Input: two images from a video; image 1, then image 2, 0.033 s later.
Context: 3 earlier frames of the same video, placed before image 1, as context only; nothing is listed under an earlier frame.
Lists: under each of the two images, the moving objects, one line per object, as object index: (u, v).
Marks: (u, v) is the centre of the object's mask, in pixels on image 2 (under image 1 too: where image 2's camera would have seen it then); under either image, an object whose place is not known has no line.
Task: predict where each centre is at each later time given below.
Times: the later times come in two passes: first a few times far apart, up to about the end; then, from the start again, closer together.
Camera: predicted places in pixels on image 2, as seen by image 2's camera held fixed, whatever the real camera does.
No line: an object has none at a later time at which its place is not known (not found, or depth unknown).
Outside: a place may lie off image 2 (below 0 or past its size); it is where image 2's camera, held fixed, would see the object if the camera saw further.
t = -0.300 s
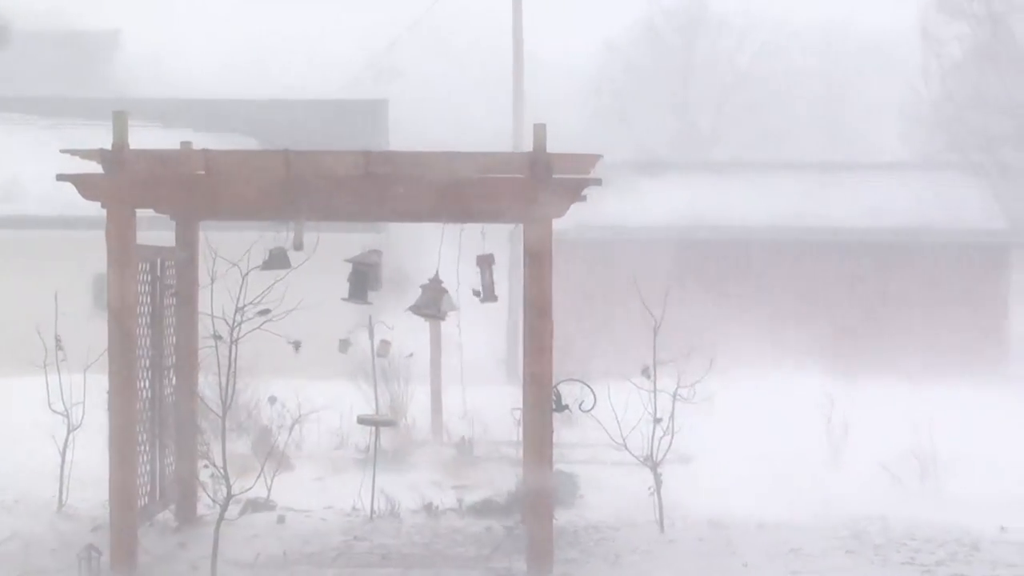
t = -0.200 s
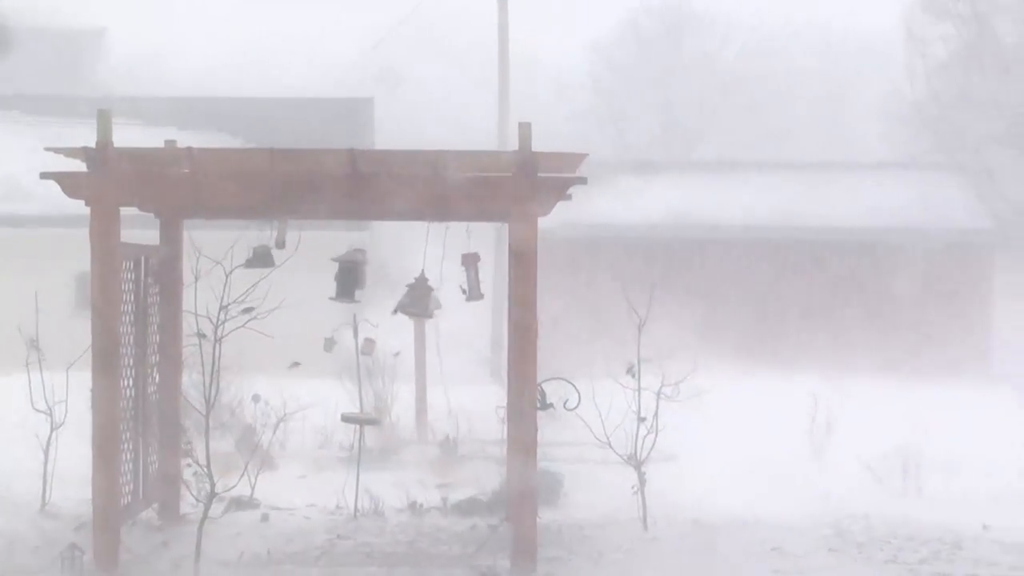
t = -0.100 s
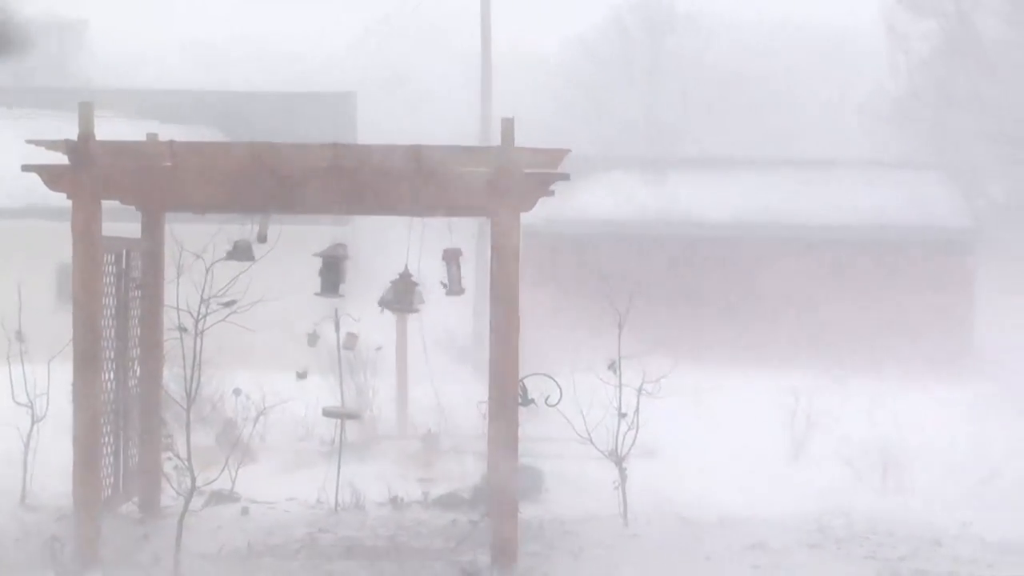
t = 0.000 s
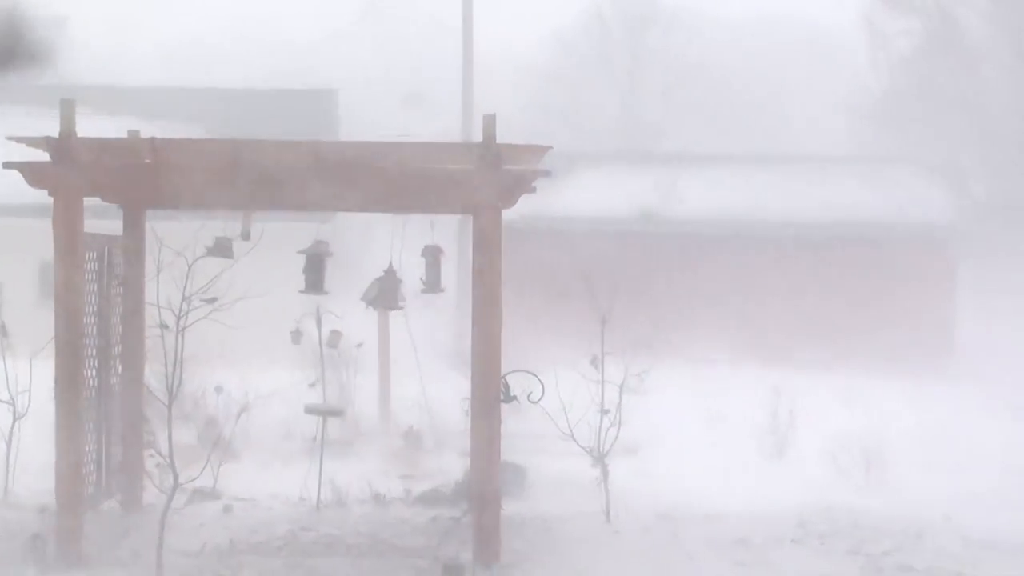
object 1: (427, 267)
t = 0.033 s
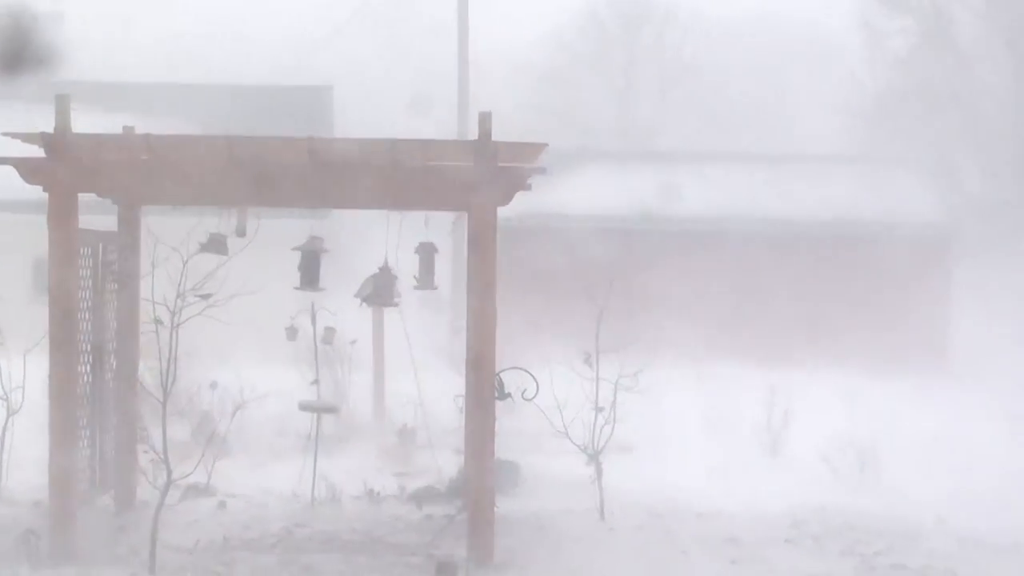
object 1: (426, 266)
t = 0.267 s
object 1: (415, 263)
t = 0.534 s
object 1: (411, 261)
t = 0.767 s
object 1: (417, 264)
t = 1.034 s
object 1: (426, 264)
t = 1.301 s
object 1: (424, 264)
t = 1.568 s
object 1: (417, 263)
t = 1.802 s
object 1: (413, 262)
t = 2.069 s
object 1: (416, 264)
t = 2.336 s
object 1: (425, 265)
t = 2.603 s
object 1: (424, 265)
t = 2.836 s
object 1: (417, 263)
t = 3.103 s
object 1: (414, 262)
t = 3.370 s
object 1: (420, 264)
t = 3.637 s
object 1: (427, 264)
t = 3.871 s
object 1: (426, 264)
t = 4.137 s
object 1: (419, 264)
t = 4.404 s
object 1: (415, 264)
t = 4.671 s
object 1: (421, 265)
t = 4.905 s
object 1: (428, 265)
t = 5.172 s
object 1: (428, 265)
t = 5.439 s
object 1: (420, 264)
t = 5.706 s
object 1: (416, 264)
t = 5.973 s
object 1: (422, 264)
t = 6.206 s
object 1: (429, 264)
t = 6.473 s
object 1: (429, 265)
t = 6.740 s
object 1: (422, 264)
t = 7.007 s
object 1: (416, 264)
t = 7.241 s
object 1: (420, 265)
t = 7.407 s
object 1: (425, 265)
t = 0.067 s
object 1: (424, 266)
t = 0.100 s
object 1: (422, 265)
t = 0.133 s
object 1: (421, 265)
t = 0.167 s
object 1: (419, 265)
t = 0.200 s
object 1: (418, 264)
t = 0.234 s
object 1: (416, 264)
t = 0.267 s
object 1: (415, 263)
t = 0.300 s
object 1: (414, 263)
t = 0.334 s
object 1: (413, 262)
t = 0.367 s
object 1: (413, 262)
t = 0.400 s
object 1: (412, 261)
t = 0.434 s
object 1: (411, 261)
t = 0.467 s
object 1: (411, 261)
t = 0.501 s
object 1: (411, 261)
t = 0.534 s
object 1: (411, 261)
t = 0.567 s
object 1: (412, 262)
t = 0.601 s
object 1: (412, 263)
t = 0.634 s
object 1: (413, 263)
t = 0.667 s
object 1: (413, 264)
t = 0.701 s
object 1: (414, 264)
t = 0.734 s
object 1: (416, 264)
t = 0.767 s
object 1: (417, 264)
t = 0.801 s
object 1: (419, 265)
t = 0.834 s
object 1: (420, 264)
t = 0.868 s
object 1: (422, 264)
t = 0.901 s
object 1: (423, 265)
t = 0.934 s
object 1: (424, 264)
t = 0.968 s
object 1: (425, 264)
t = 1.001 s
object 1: (426, 264)
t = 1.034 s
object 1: (426, 264)
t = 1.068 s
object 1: (427, 264)
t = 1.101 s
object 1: (426, 264)
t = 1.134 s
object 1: (426, 264)
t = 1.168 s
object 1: (426, 264)
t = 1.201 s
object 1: (426, 263)
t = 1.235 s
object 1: (425, 264)
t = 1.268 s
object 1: (424, 264)
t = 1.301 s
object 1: (424, 264)
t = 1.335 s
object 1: (423, 264)
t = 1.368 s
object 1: (421, 264)
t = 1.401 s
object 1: (420, 264)
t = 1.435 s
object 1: (420, 264)
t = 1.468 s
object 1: (418, 264)
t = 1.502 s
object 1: (418, 264)
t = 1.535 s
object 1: (417, 264)
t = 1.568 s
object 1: (417, 263)
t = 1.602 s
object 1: (416, 263)
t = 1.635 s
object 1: (415, 263)
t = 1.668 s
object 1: (415, 263)
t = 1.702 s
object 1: (414, 262)
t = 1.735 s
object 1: (413, 262)
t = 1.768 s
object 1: (413, 262)
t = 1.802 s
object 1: (413, 262)
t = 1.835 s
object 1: (413, 263)
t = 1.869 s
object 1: (413, 263)
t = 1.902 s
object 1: (414, 263)
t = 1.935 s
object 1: (414, 263)
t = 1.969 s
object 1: (414, 263)
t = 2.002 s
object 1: (415, 263)
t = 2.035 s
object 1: (415, 264)
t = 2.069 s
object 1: (416, 264)
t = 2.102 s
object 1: (417, 264)
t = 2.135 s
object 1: (418, 264)
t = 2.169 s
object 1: (420, 264)
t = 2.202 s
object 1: (421, 264)
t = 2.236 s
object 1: (422, 264)
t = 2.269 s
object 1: (423, 264)
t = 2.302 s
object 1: (424, 265)
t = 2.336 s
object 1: (425, 265)
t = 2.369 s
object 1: (426, 265)
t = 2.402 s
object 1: (427, 264)
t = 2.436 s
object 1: (426, 264)
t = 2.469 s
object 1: (427, 265)
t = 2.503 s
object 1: (426, 265)
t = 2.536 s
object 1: (426, 266)
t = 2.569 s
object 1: (426, 265)
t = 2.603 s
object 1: (424, 265)
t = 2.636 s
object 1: (424, 264)
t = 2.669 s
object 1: (423, 264)
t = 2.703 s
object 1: (422, 264)
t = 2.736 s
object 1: (421, 264)
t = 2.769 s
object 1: (419, 264)
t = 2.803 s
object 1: (419, 264)
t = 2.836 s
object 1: (417, 263)
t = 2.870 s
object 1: (416, 264)
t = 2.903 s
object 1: (416, 263)
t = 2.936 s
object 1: (416, 263)
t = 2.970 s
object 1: (415, 263)
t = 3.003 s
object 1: (415, 263)
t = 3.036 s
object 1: (415, 262)
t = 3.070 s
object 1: (414, 262)
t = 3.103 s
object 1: (414, 262)
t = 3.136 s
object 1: (415, 262)
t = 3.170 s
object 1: (415, 262)
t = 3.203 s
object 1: (415, 263)
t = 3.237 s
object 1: (416, 263)
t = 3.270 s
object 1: (417, 263)
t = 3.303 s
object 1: (417, 264)
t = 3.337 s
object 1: (418, 264)
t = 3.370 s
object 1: (420, 264)
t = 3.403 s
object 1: (421, 264)
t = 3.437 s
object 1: (422, 264)
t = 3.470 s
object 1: (423, 264)
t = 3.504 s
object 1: (424, 264)
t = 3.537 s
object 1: (425, 264)
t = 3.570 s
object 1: (426, 264)
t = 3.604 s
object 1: (426, 264)
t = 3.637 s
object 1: (427, 264)
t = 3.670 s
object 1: (427, 264)
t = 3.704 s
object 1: (427, 264)
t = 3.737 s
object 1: (427, 264)
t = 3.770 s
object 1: (427, 264)
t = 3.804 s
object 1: (427, 264)
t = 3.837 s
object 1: (426, 264)
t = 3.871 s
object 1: (426, 264)
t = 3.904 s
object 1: (426, 264)
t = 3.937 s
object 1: (425, 264)
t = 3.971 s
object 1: (424, 265)
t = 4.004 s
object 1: (423, 265)
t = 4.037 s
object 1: (422, 264)
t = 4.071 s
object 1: (421, 264)
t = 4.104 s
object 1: (420, 264)
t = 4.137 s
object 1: (419, 264)
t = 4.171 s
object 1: (418, 264)
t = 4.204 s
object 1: (417, 264)
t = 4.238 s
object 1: (416, 264)
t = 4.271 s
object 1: (416, 263)
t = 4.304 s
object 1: (415, 264)
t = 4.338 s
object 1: (415, 264)
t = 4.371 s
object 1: (415, 264)
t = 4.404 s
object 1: (415, 264)
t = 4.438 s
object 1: (415, 264)
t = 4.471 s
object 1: (416, 264)
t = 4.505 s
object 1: (416, 264)
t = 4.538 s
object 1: (417, 265)
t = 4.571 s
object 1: (418, 265)
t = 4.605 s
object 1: (418, 265)
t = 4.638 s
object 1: (419, 265)
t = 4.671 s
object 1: (421, 265)
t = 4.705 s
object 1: (423, 265)
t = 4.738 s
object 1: (424, 265)
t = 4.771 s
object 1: (425, 265)
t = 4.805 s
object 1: (426, 266)
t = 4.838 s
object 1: (427, 266)
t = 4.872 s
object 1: (428, 265)
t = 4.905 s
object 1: (428, 265)
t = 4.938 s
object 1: (429, 266)
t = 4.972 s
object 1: (430, 265)
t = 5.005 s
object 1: (430, 265)
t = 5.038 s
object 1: (430, 265)
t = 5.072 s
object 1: (430, 266)
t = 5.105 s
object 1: (430, 265)
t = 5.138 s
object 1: (429, 265)
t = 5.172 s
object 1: (428, 265)
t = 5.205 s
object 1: (427, 266)
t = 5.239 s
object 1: (427, 265)
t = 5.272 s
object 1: (425, 265)
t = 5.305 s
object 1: (424, 265)
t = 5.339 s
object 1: (423, 265)
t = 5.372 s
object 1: (422, 265)
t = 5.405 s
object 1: (421, 264)
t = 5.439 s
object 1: (420, 264)
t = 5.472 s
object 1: (419, 264)
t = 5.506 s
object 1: (418, 264)
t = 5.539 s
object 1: (417, 264)
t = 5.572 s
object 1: (416, 264)
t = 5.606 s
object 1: (416, 264)
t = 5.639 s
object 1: (416, 264)
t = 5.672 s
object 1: (416, 264)
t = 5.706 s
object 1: (416, 264)
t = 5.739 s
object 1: (416, 264)
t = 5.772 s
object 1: (417, 264)
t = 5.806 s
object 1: (417, 264)
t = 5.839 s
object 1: (418, 264)
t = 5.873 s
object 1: (419, 264)
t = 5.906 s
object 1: (420, 264)
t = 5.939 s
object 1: (421, 265)
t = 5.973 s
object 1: (422, 264)
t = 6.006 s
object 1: (424, 264)
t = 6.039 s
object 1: (424, 264)
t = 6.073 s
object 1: (426, 264)
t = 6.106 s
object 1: (427, 264)
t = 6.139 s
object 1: (428, 264)
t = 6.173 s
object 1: (429, 265)
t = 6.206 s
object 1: (429, 264)
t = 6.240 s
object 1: (430, 264)
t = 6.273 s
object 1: (430, 264)
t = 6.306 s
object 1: (431, 264)
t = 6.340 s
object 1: (431, 264)
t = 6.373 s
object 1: (431, 264)
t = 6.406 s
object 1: (430, 264)
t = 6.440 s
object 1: (430, 265)
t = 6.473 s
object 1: (429, 265)
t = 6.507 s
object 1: (429, 265)
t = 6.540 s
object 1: (428, 265)
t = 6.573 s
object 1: (427, 265)
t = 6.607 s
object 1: (426, 265)
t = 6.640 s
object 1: (425, 265)
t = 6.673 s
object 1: (424, 264)
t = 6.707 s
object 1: (423, 265)
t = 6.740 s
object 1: (422, 264)
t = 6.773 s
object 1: (420, 264)
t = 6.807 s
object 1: (419, 264)
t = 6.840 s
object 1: (419, 264)
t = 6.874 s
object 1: (418, 264)
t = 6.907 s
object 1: (417, 264)
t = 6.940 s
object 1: (417, 264)
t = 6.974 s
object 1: (416, 264)
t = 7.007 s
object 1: (416, 264)
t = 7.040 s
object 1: (416, 264)
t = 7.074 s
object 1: (416, 263)
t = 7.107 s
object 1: (417, 264)
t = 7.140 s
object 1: (417, 264)
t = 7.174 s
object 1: (418, 264)
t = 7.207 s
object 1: (418, 264)
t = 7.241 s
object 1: (420, 265)
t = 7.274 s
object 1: (421, 265)
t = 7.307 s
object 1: (422, 265)
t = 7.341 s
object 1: (423, 265)
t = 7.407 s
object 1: (425, 265)
